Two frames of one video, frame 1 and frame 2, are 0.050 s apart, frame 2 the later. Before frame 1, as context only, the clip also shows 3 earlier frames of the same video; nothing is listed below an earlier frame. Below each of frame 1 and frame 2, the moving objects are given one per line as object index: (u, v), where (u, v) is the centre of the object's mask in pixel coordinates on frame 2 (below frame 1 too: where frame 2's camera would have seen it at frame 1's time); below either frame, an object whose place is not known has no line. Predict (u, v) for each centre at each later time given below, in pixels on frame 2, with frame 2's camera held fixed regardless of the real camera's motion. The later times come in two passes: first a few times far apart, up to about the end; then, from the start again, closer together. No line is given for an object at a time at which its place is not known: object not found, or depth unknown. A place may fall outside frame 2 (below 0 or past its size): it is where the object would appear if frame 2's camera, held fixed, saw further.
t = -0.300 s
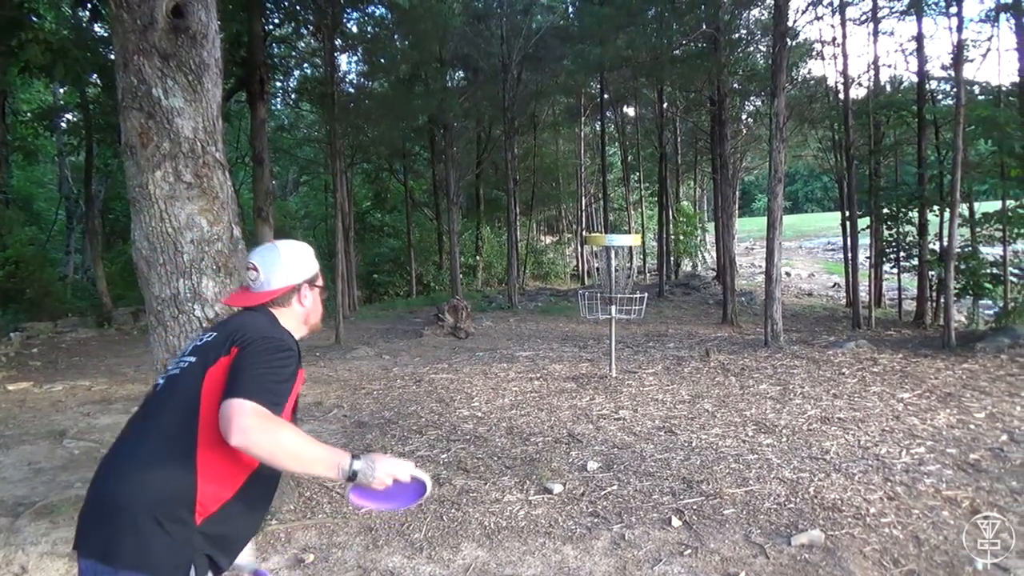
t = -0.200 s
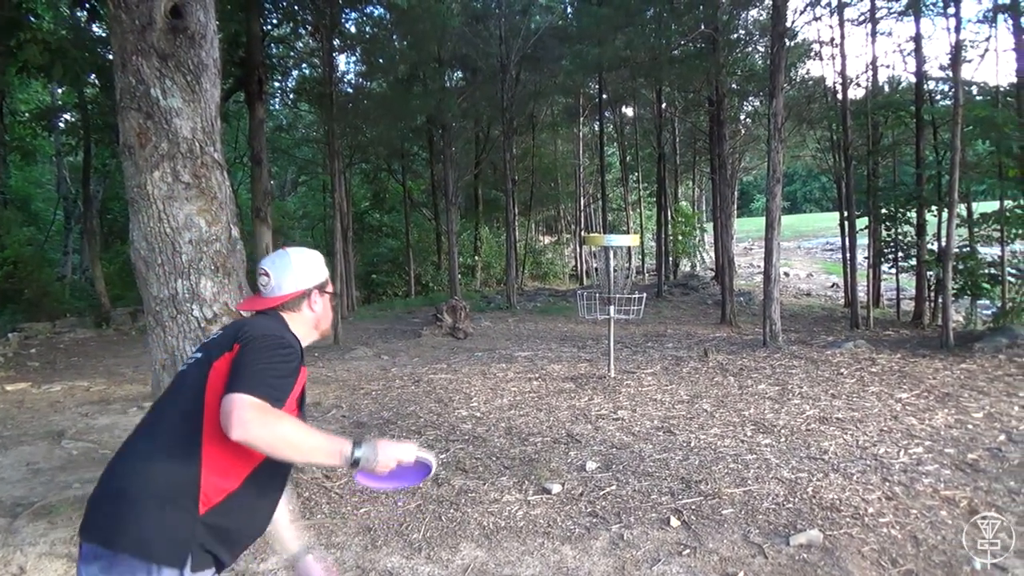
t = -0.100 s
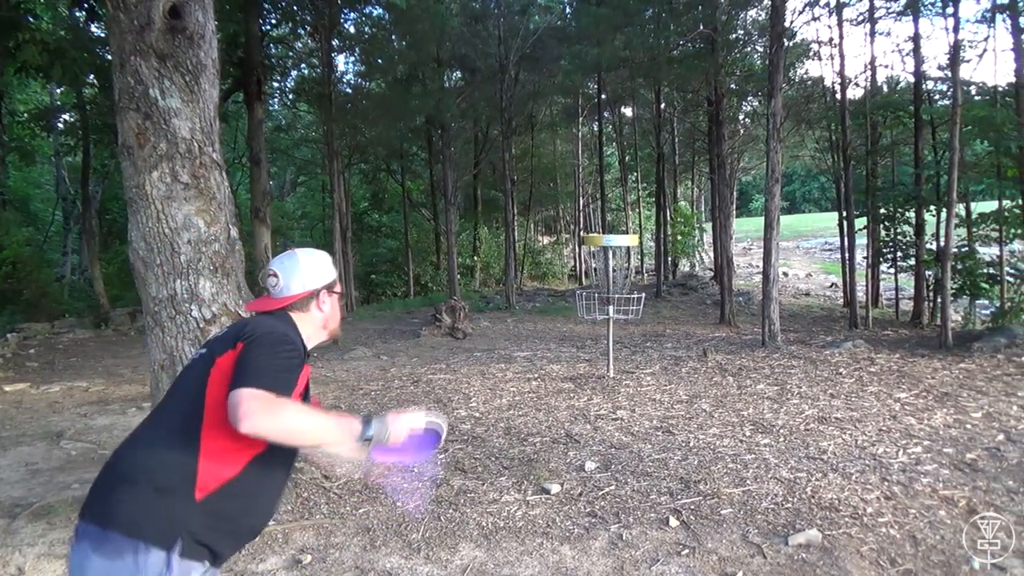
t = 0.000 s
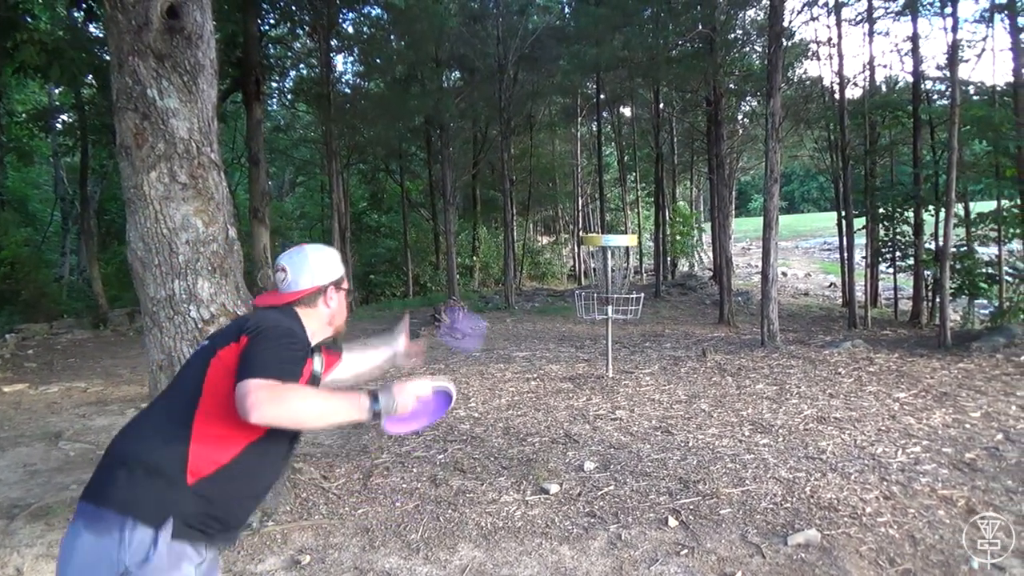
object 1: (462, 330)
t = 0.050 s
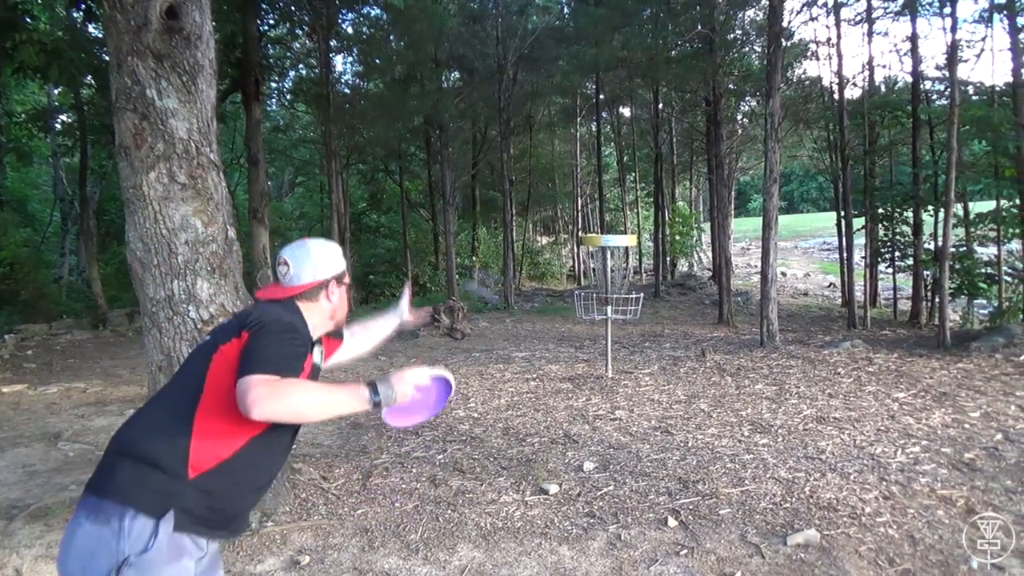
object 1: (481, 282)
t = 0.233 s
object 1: (526, 204)
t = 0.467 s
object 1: (556, 213)
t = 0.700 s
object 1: (580, 267)
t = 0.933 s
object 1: (574, 296)
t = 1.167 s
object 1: (570, 362)
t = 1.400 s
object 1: (580, 361)
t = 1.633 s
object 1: (580, 365)
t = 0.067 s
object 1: (489, 273)
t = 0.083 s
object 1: (491, 257)
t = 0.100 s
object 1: (497, 250)
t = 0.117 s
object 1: (500, 240)
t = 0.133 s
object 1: (503, 233)
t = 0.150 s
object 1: (507, 227)
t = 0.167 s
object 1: (510, 220)
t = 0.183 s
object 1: (512, 213)
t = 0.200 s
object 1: (520, 210)
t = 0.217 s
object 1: (525, 207)
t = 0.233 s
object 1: (526, 204)
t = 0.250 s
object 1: (528, 203)
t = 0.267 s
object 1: (529, 201)
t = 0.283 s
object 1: (532, 200)
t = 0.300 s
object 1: (535, 199)
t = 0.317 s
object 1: (539, 199)
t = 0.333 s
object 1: (540, 199)
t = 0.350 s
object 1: (542, 199)
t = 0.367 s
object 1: (545, 200)
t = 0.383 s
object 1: (547, 202)
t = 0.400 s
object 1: (548, 204)
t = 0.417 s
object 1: (549, 206)
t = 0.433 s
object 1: (553, 208)
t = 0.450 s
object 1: (553, 210)
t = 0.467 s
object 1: (556, 213)
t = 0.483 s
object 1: (556, 215)
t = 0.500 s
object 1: (566, 221)
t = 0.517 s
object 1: (566, 224)
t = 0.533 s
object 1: (567, 227)
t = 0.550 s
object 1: (568, 231)
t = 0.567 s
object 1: (569, 235)
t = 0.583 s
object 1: (569, 238)
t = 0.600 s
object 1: (571, 242)
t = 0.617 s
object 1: (572, 244)
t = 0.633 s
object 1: (574, 244)
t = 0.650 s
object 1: (583, 255)
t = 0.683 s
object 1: (583, 264)
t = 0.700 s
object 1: (580, 267)
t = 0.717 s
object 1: (582, 270)
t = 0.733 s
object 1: (581, 271)
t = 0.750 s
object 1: (582, 272)
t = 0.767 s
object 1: (583, 274)
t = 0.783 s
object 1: (583, 275)
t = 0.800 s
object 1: (582, 277)
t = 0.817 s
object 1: (582, 278)
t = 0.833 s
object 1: (582, 279)
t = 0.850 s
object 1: (581, 282)
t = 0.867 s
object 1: (579, 285)
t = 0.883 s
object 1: (579, 286)
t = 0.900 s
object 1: (576, 291)
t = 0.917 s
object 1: (575, 294)
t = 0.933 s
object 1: (574, 296)
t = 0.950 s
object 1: (570, 300)
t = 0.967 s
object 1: (570, 301)
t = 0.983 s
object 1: (570, 309)
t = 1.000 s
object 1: (570, 312)
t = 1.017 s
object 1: (572, 322)
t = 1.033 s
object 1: (572, 326)
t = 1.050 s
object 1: (572, 329)
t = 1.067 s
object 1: (572, 334)
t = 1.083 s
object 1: (572, 338)
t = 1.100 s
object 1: (572, 343)
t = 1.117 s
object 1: (572, 349)
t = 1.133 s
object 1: (572, 354)
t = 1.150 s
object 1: (571, 361)
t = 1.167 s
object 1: (570, 362)
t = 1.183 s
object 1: (570, 366)
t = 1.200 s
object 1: (569, 366)
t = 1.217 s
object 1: (570, 365)
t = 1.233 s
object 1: (571, 364)
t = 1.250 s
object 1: (572, 362)
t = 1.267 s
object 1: (572, 362)
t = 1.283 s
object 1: (574, 361)
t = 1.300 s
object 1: (575, 360)
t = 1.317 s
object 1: (576, 360)
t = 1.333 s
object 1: (578, 360)
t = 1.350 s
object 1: (578, 360)
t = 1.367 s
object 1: (579, 360)
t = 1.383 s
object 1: (579, 360)
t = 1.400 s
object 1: (580, 361)
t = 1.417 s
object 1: (581, 362)
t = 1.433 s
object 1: (582, 363)
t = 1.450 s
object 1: (583, 364)
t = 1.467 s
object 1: (583, 364)
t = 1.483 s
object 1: (582, 363)
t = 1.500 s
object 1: (583, 363)
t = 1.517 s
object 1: (582, 364)
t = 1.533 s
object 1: (582, 364)
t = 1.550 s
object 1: (582, 364)
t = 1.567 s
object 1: (582, 365)
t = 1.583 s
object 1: (583, 364)
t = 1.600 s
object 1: (582, 364)
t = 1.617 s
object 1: (580, 365)
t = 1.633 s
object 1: (580, 365)
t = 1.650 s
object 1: (581, 365)
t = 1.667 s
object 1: (580, 367)
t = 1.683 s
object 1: (580, 369)
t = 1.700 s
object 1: (580, 369)
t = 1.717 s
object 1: (580, 369)
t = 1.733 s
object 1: (579, 369)
